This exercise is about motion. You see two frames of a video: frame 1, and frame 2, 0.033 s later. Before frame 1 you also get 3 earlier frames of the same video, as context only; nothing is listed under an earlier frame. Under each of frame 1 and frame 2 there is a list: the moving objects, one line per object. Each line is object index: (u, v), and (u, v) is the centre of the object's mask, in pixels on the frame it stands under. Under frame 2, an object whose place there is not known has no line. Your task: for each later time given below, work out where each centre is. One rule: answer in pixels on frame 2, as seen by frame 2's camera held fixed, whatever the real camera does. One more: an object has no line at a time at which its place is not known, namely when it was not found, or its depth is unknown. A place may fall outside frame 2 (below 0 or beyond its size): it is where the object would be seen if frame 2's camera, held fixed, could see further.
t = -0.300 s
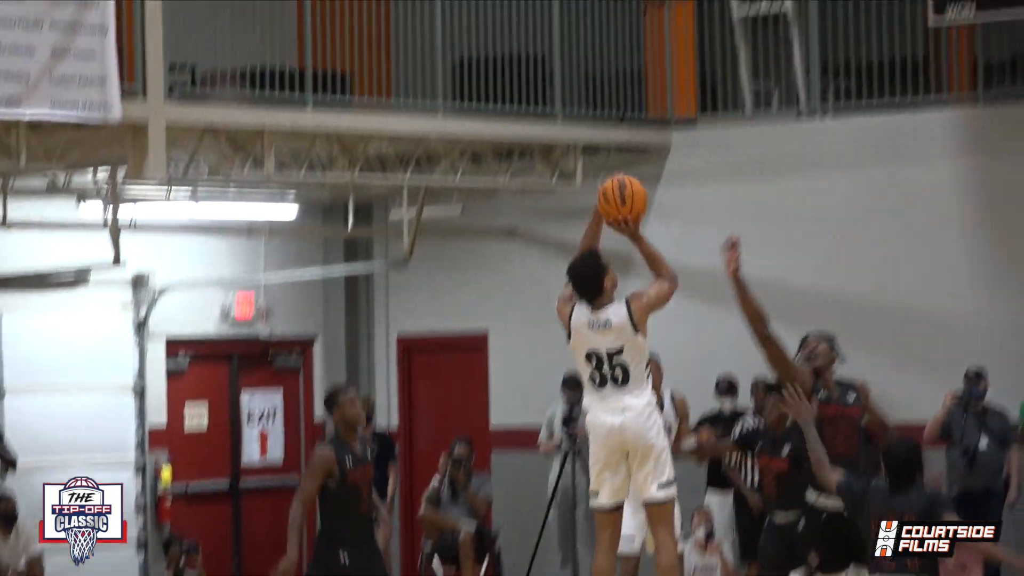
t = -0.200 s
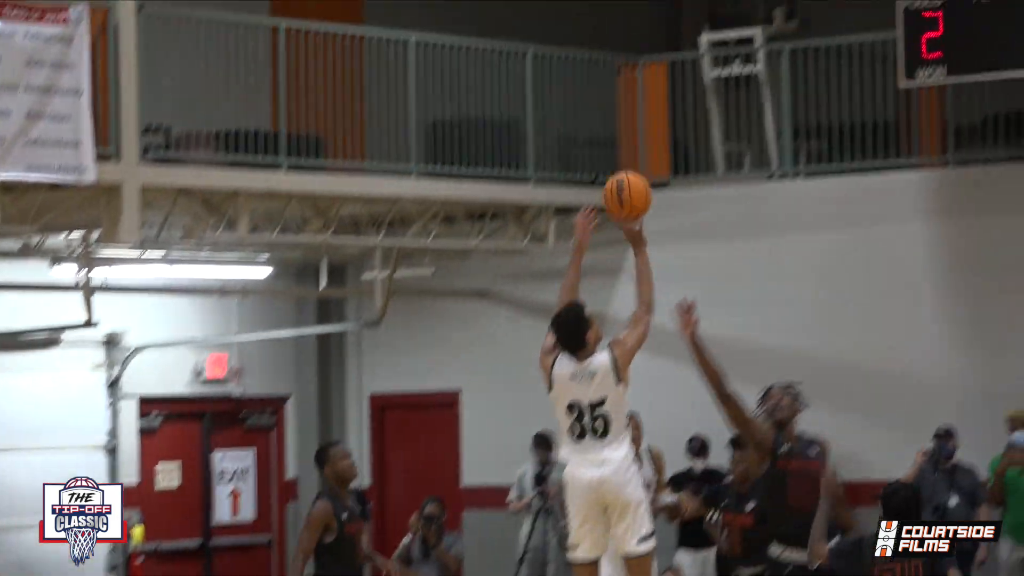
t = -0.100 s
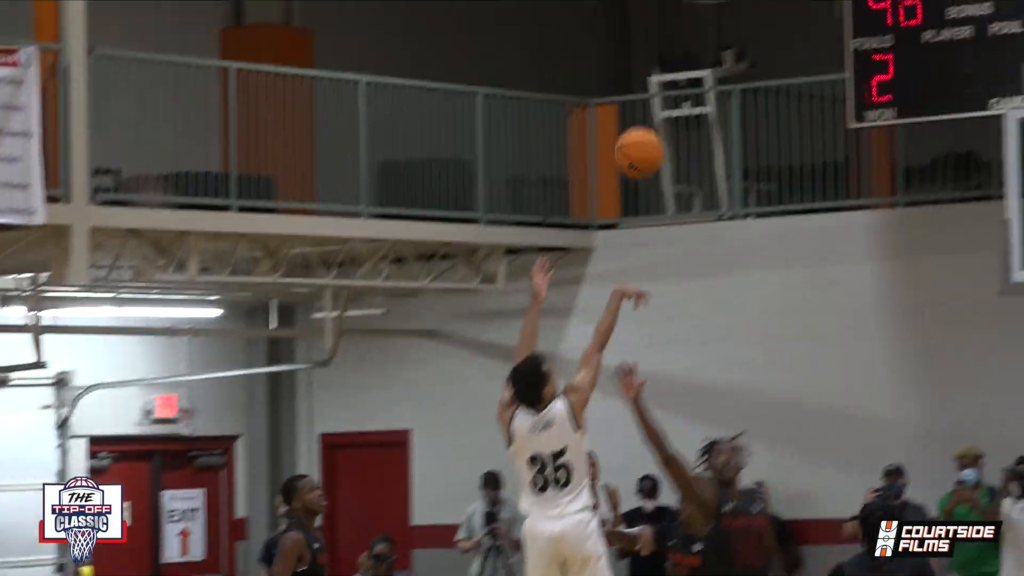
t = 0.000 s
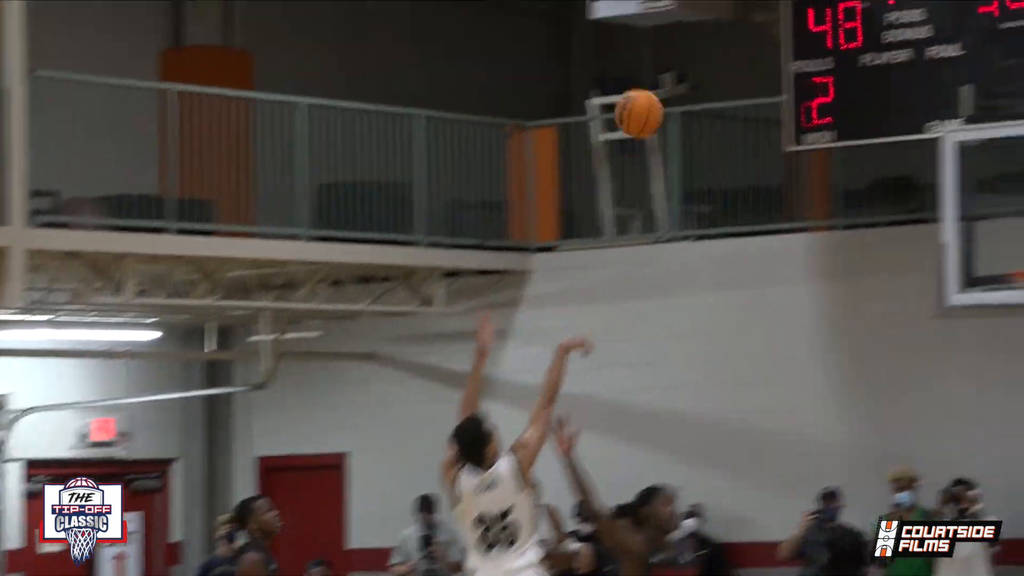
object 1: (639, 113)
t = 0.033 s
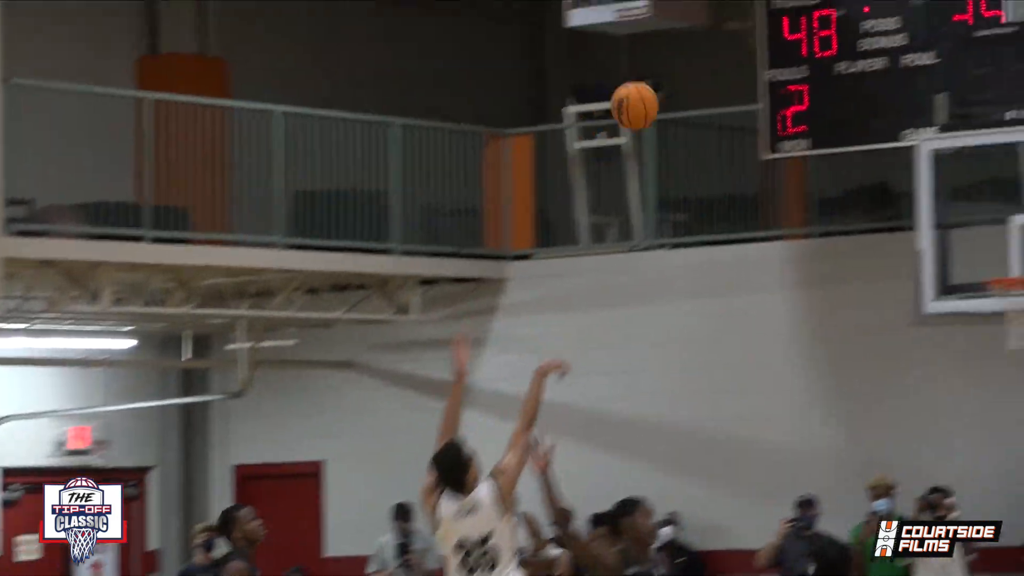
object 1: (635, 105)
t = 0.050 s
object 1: (645, 98)
